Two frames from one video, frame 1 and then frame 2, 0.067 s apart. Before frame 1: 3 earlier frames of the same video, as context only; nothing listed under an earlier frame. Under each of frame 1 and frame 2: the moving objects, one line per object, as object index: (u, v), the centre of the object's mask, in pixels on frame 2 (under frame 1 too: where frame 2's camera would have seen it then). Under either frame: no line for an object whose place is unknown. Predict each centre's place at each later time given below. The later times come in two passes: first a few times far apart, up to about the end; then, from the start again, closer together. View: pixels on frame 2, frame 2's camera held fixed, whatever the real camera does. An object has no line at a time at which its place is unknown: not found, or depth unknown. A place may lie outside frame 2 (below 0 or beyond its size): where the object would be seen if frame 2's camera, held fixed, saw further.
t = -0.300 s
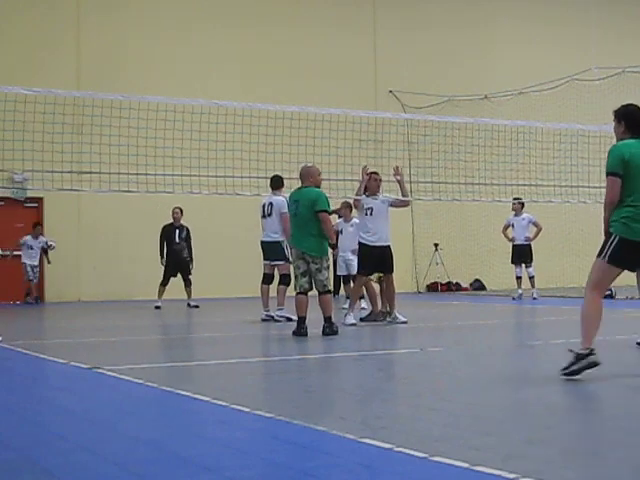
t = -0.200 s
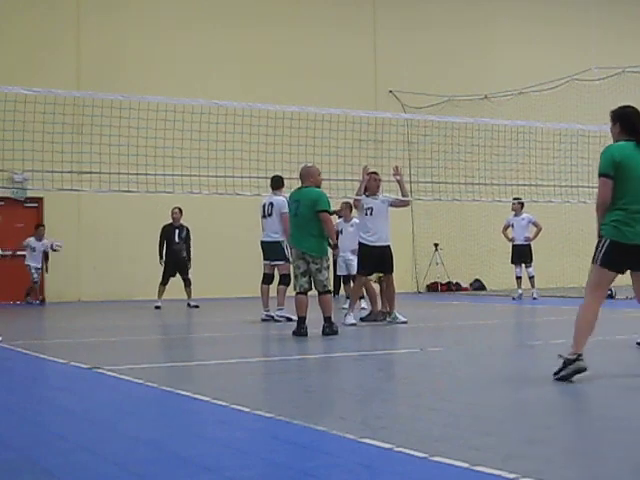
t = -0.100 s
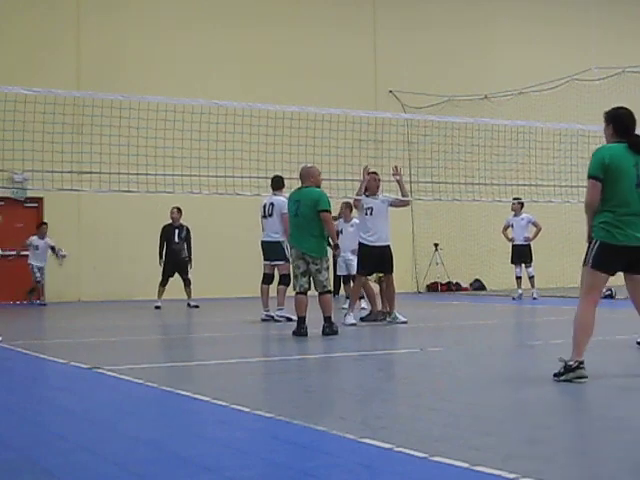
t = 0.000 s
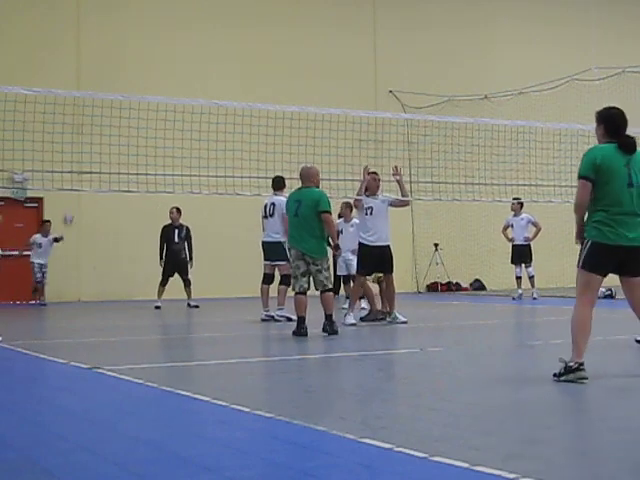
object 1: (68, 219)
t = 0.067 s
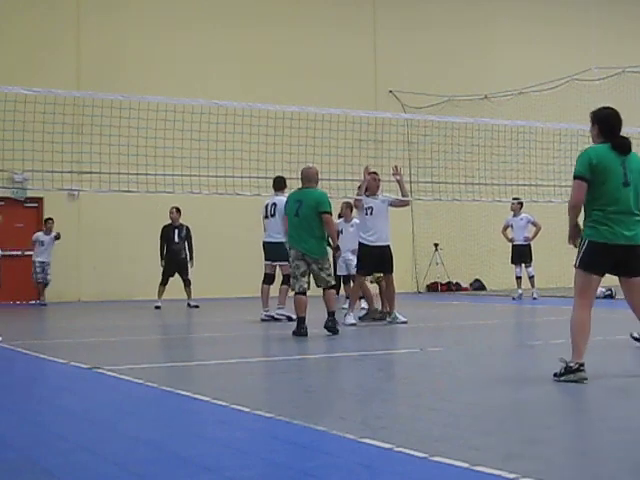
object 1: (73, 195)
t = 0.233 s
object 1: (87, 132)
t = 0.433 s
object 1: (111, 73)
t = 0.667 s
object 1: (144, 27)
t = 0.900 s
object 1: (193, 14)
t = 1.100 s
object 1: (249, 44)
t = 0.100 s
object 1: (76, 180)
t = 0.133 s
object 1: (78, 168)
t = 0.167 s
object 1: (82, 155)
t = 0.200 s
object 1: (85, 143)
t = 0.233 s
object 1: (87, 132)
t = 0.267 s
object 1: (90, 122)
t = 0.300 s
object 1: (95, 112)
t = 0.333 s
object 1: (97, 103)
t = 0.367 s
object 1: (104, 88)
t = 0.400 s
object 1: (106, 82)
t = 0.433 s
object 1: (111, 73)
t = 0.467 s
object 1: (116, 64)
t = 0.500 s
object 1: (120, 56)
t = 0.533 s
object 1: (125, 48)
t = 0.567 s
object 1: (129, 43)
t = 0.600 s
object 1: (134, 36)
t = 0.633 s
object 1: (139, 32)
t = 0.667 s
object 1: (144, 27)
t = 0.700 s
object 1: (150, 22)
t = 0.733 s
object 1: (157, 19)
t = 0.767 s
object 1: (163, 17)
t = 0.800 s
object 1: (169, 15)
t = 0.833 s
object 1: (177, 13)
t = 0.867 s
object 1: (185, 13)
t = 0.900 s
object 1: (193, 14)
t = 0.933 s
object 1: (201, 17)
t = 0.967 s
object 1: (210, 19)
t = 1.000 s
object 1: (218, 24)
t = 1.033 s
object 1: (227, 29)
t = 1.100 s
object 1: (249, 44)
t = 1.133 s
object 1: (260, 56)
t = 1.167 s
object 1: (272, 66)
